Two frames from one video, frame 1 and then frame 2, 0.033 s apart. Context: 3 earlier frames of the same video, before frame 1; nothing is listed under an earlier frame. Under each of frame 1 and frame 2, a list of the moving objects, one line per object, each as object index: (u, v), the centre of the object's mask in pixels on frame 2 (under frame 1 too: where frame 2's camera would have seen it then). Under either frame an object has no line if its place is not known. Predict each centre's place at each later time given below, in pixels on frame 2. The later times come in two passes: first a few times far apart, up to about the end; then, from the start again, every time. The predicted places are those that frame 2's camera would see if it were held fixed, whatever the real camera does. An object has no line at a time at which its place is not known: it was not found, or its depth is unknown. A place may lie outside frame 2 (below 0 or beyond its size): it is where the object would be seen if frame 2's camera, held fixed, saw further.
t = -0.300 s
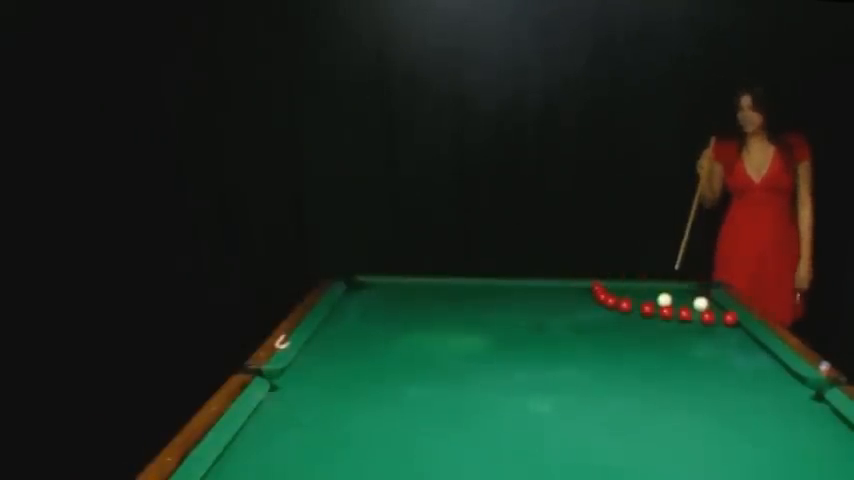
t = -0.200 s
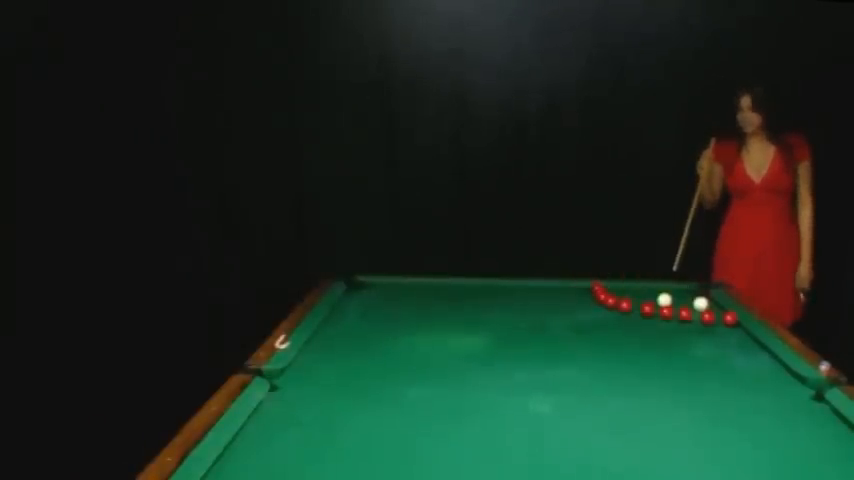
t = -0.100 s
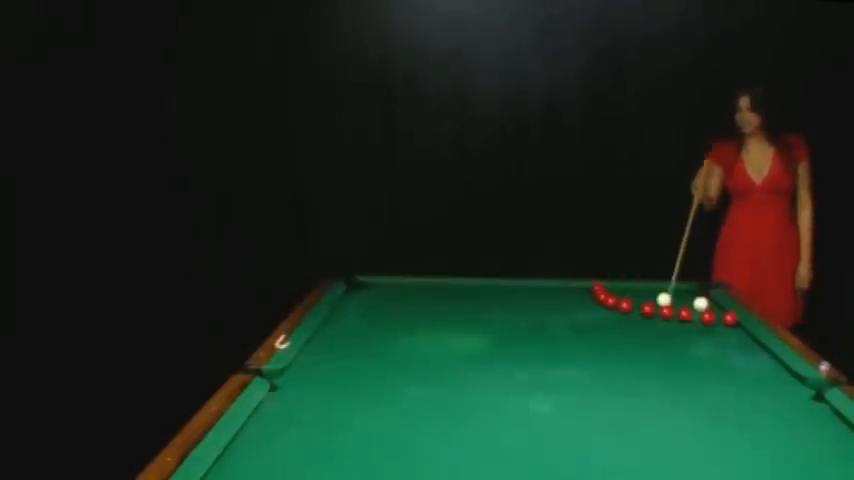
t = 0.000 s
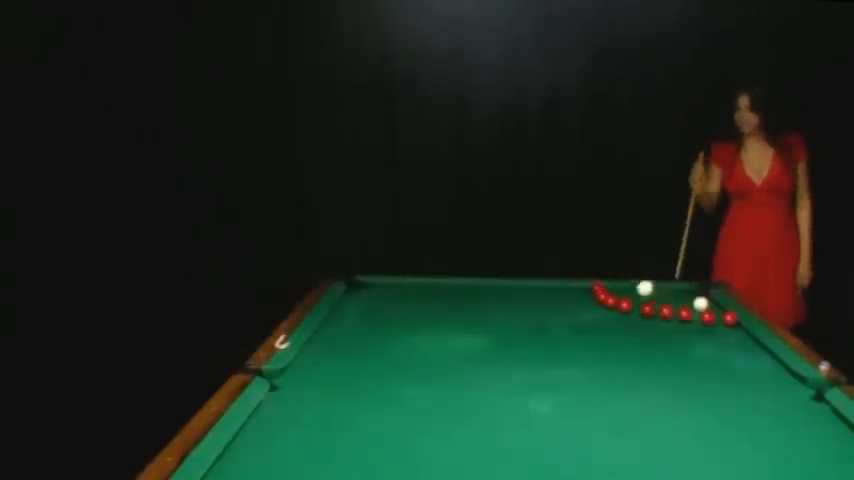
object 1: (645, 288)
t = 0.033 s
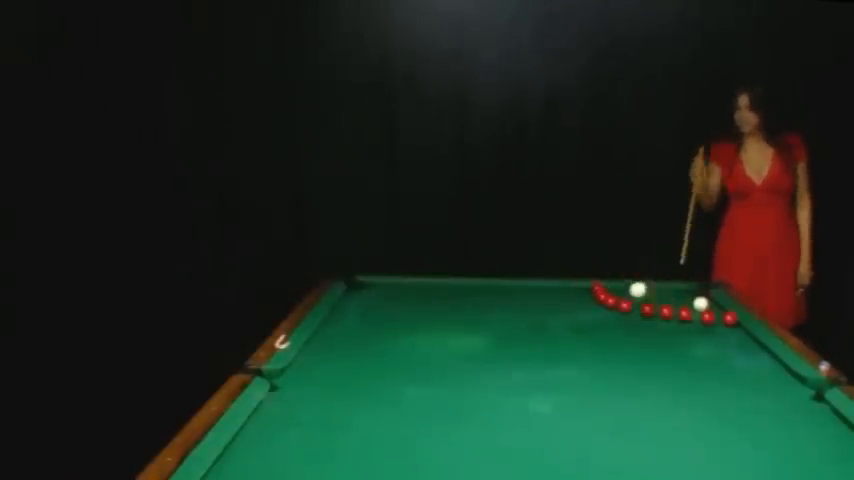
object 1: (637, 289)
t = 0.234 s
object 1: (587, 339)
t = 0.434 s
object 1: (532, 382)
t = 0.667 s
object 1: (472, 428)
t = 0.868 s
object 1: (436, 464)
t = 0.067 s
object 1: (630, 294)
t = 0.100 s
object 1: (622, 302)
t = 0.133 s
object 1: (613, 315)
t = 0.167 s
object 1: (604, 331)
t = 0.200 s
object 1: (595, 338)
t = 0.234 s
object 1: (587, 339)
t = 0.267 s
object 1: (579, 344)
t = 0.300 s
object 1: (570, 353)
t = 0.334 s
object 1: (560, 364)
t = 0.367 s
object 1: (551, 368)
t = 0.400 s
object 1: (541, 375)
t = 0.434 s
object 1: (532, 382)
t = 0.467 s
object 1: (523, 389)
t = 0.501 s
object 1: (514, 395)
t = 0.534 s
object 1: (505, 402)
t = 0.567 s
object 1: (496, 408)
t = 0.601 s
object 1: (487, 415)
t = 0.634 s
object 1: (480, 421)
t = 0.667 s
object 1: (472, 428)
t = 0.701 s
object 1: (465, 434)
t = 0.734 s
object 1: (459, 440)
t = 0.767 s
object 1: (453, 446)
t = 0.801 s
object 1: (447, 452)
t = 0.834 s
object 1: (442, 459)
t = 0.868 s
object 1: (436, 464)
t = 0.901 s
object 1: (430, 468)
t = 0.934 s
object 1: (423, 472)
